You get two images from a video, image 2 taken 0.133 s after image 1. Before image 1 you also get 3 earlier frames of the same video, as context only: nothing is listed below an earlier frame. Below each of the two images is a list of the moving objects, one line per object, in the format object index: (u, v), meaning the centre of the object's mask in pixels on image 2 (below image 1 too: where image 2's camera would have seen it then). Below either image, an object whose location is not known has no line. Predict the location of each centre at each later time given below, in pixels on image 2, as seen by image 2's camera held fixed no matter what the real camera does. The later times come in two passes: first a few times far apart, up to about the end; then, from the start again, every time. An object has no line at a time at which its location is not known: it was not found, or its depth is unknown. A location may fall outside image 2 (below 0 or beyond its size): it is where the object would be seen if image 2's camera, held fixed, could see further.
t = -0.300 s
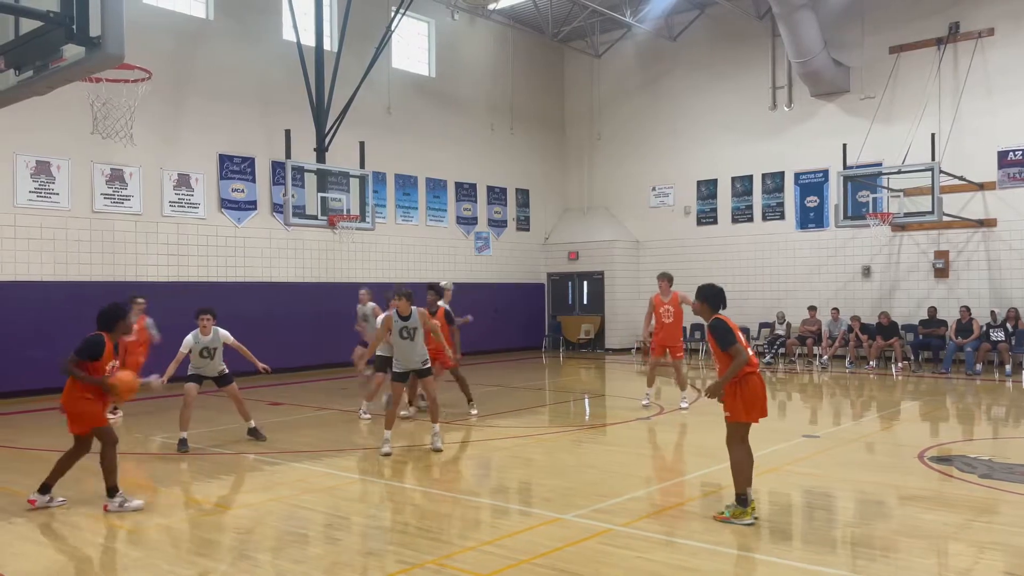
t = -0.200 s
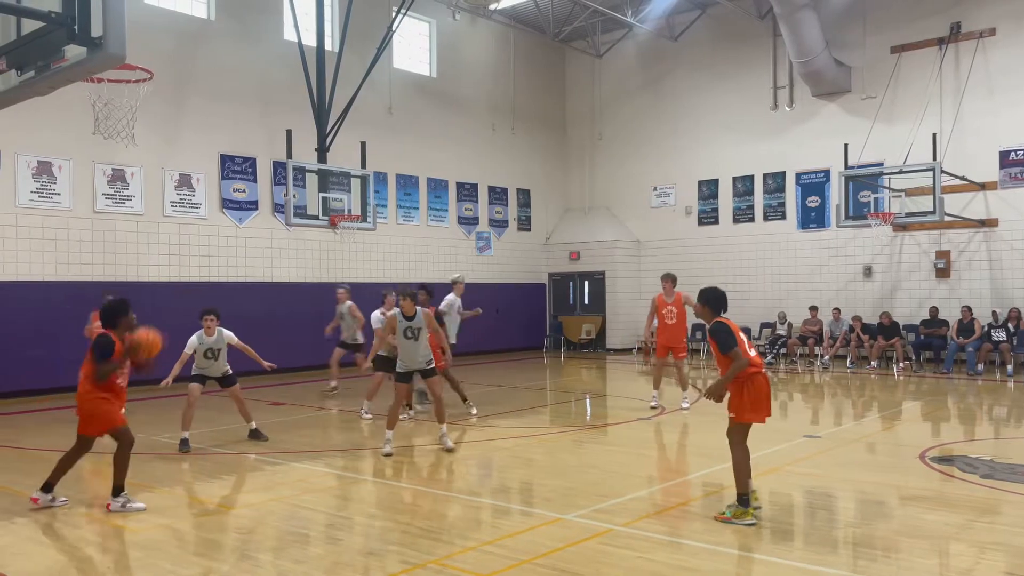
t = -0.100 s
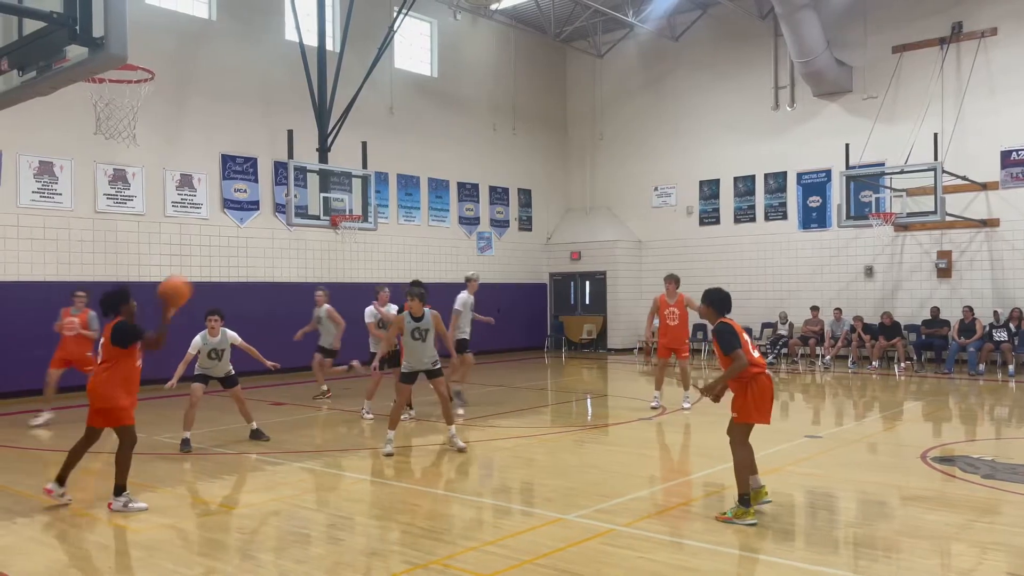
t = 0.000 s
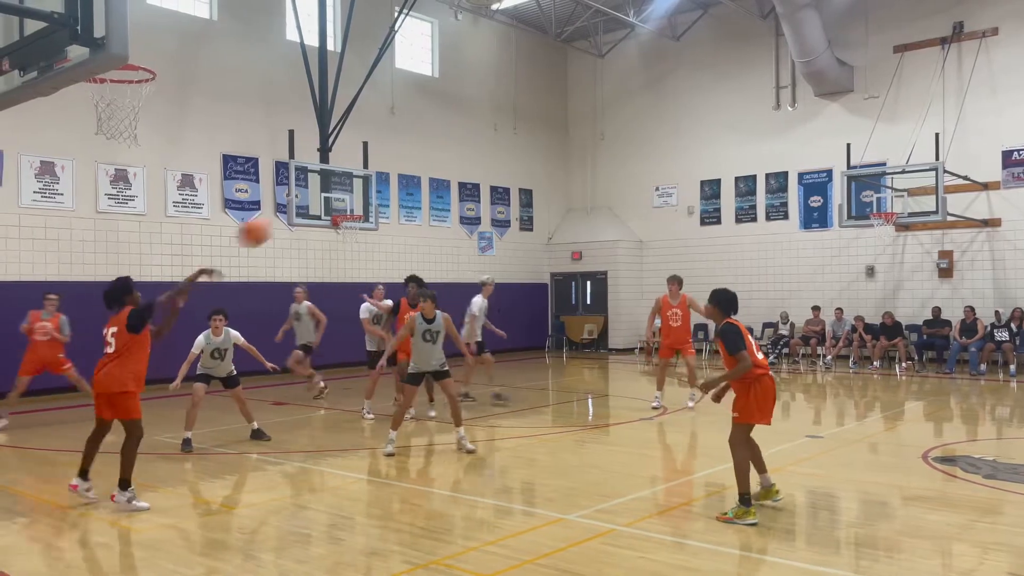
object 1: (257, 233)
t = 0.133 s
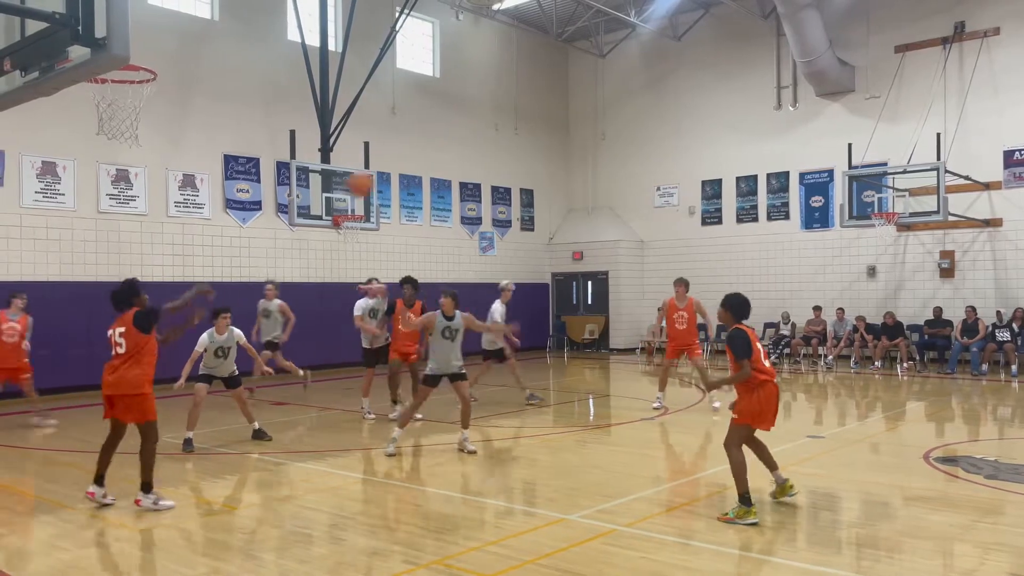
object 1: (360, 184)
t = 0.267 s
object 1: (446, 163)
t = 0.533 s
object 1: (578, 169)
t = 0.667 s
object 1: (631, 192)
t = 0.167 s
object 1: (383, 178)
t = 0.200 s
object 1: (404, 171)
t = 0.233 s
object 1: (425, 166)
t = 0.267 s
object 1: (446, 163)
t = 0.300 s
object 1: (465, 160)
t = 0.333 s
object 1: (483, 158)
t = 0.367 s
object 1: (499, 158)
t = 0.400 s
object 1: (516, 159)
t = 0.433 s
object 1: (533, 160)
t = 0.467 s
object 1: (549, 162)
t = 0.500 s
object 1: (564, 165)
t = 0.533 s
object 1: (578, 169)
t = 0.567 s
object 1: (592, 174)
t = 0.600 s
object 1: (605, 180)
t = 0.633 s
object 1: (619, 186)
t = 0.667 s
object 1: (631, 192)
